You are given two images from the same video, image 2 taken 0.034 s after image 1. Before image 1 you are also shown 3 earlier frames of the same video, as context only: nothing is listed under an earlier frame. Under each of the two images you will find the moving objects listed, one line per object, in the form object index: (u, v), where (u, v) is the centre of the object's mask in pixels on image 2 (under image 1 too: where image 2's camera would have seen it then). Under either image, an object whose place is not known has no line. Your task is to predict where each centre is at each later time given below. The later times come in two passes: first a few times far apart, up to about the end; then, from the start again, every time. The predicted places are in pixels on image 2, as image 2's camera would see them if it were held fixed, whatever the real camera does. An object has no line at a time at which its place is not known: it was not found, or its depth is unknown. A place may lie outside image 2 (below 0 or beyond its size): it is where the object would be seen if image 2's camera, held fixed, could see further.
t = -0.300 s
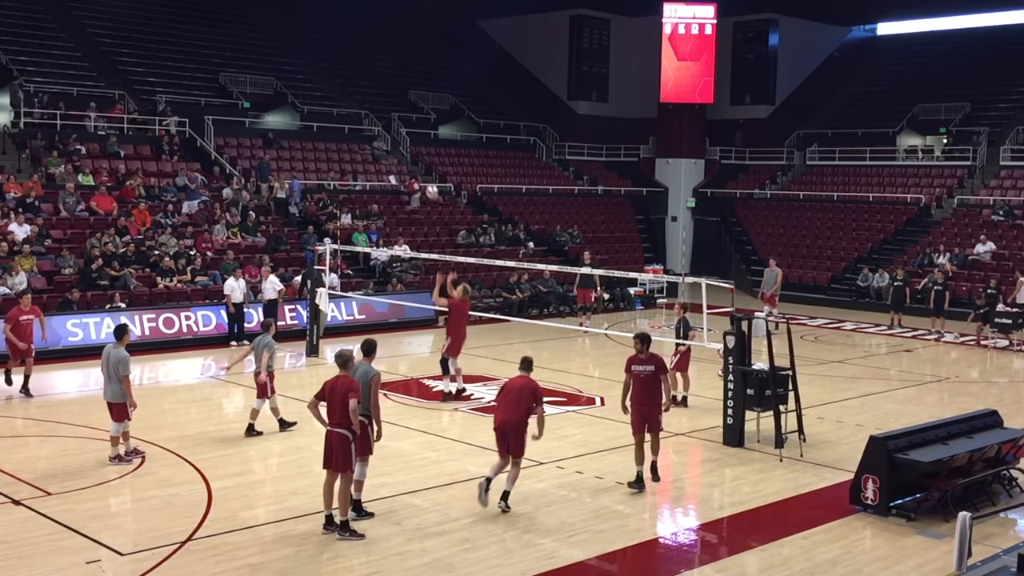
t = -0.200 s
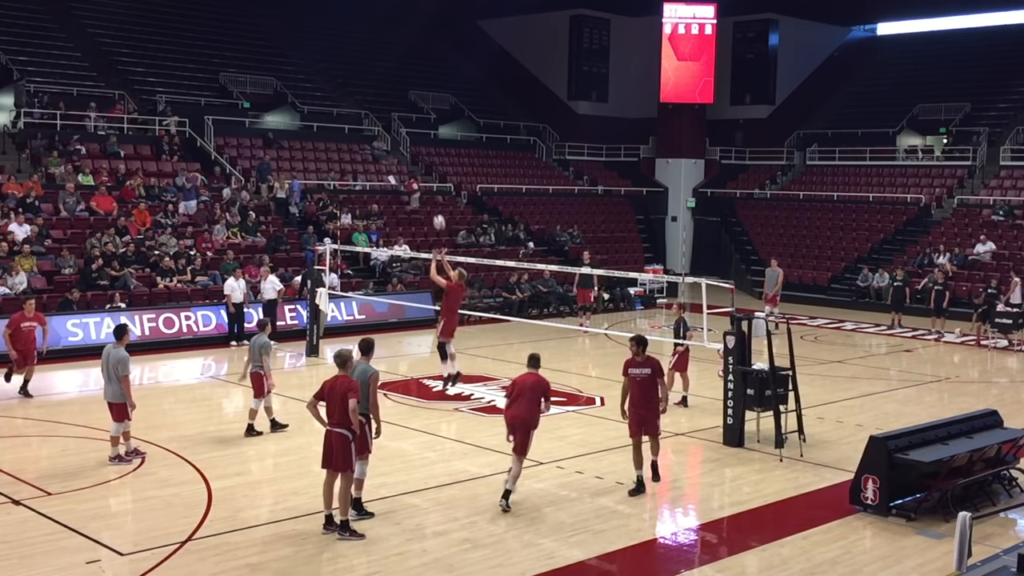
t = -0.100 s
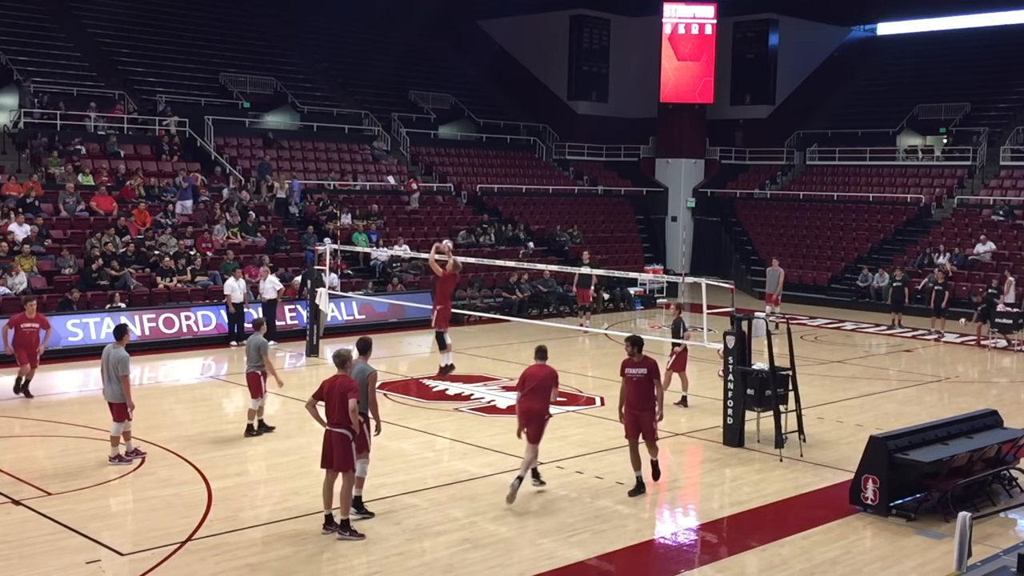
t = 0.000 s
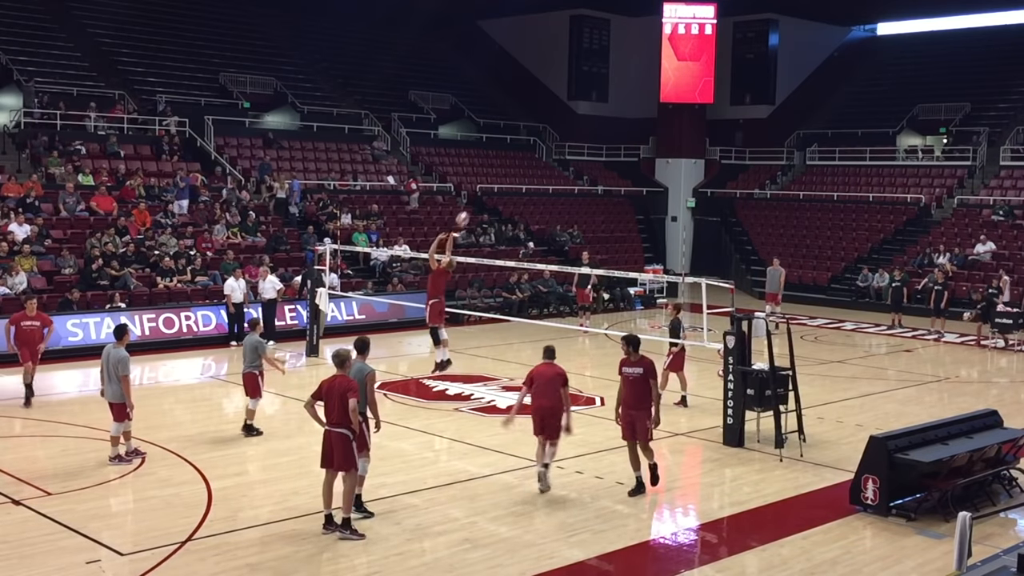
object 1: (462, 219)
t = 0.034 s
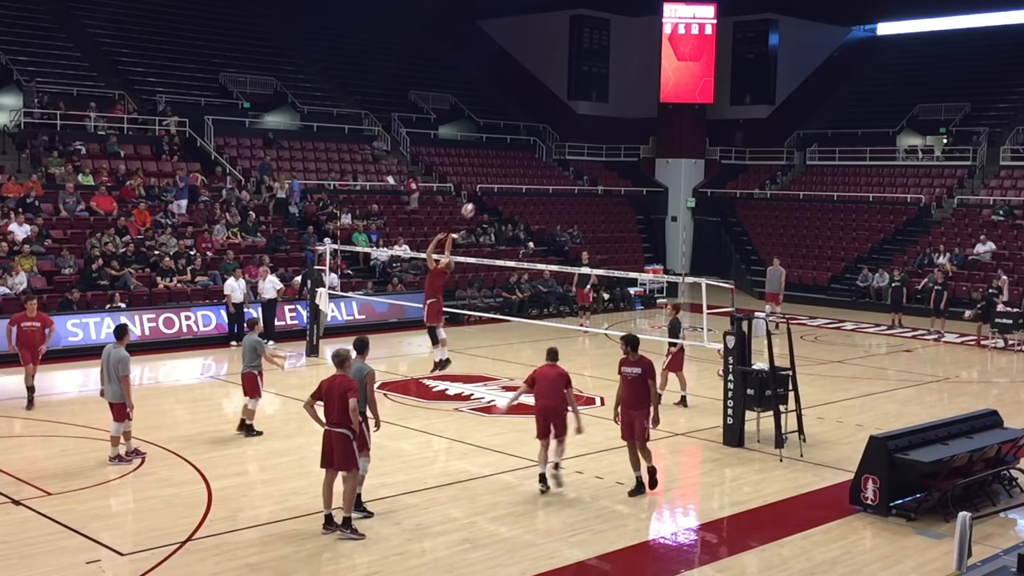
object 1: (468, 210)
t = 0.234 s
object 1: (502, 171)
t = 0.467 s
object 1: (543, 155)
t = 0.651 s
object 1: (575, 167)
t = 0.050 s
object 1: (471, 206)
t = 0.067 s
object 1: (474, 202)
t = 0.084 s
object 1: (477, 198)
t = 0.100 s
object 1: (479, 194)
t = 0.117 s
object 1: (482, 191)
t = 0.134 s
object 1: (485, 187)
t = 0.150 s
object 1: (488, 184)
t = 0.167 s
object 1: (491, 181)
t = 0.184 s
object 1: (494, 178)
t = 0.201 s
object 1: (497, 175)
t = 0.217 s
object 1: (499, 173)
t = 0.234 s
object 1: (502, 171)
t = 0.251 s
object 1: (505, 168)
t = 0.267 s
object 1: (508, 166)
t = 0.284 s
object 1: (511, 164)
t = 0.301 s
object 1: (514, 163)
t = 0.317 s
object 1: (516, 161)
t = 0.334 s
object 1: (519, 160)
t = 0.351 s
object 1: (522, 158)
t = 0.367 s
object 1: (525, 158)
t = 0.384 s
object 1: (528, 157)
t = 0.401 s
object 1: (531, 156)
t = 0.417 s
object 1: (534, 155)
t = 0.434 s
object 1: (537, 155)
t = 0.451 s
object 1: (540, 155)
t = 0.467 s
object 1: (543, 155)
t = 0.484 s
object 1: (546, 155)
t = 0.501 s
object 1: (549, 155)
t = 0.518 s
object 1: (552, 156)
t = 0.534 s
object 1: (554, 157)
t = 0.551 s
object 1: (557, 158)
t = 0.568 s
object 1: (560, 159)
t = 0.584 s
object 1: (563, 160)
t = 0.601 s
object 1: (566, 161)
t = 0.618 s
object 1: (569, 163)
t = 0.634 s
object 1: (572, 164)
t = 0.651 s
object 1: (575, 167)
